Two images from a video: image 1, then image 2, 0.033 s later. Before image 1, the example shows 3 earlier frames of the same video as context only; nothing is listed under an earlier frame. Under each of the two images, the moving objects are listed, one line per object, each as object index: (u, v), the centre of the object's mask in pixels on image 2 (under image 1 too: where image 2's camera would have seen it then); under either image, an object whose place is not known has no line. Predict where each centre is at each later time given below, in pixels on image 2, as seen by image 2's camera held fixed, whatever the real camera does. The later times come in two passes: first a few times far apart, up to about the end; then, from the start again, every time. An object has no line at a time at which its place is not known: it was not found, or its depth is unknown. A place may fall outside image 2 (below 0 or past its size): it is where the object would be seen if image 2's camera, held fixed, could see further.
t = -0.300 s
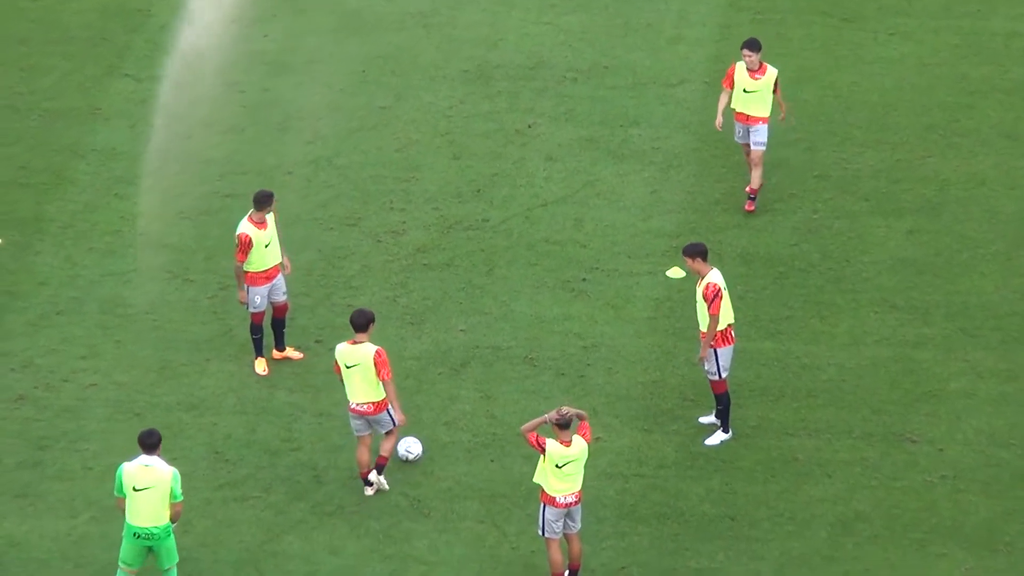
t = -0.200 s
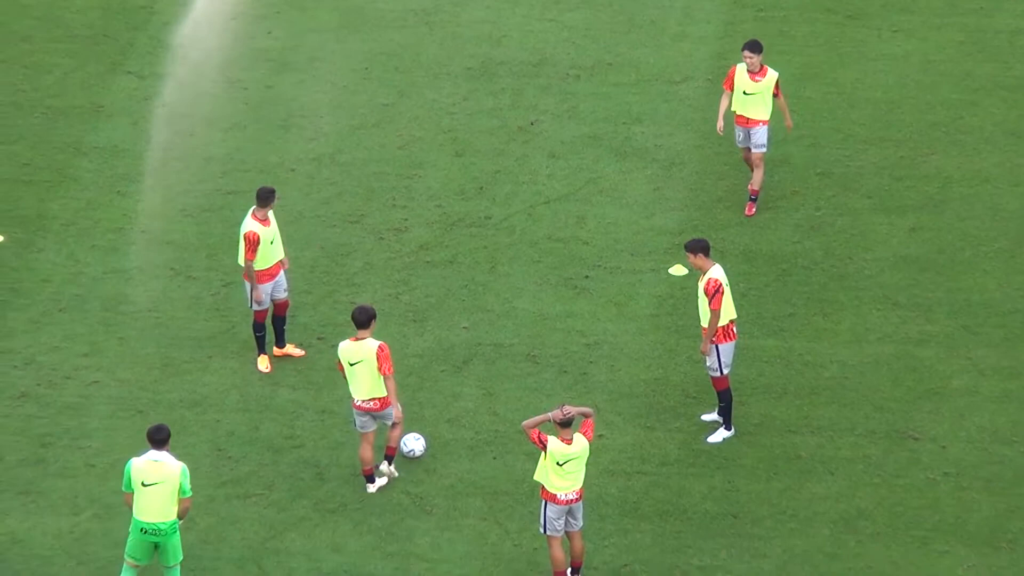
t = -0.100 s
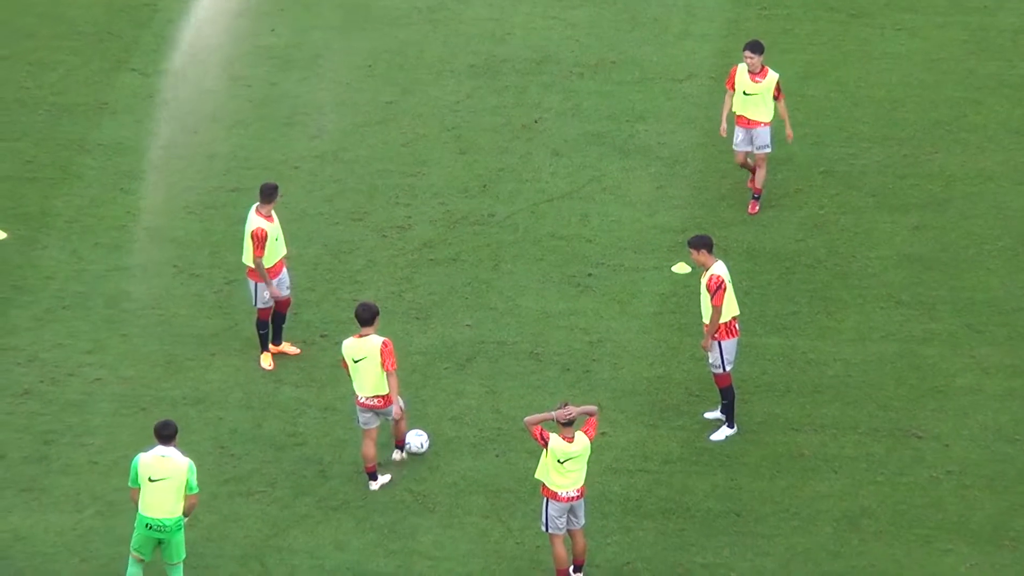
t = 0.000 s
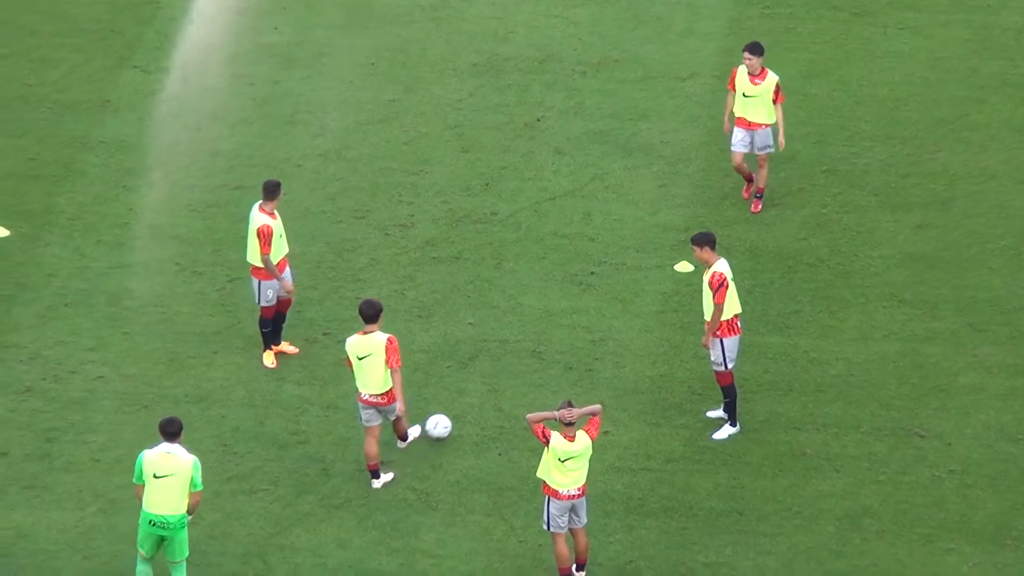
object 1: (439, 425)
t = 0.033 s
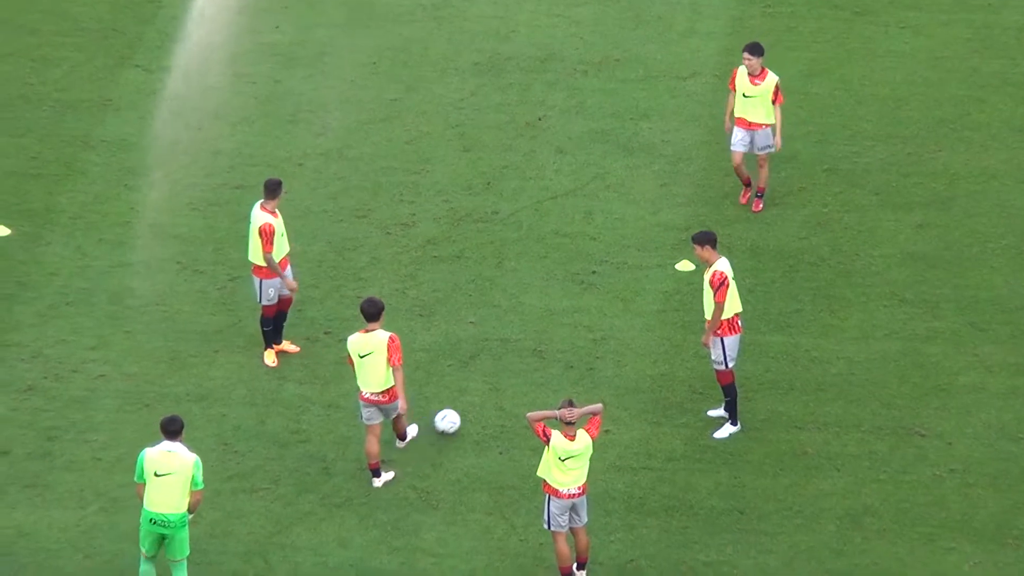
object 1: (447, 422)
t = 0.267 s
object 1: (492, 395)
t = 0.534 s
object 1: (530, 370)
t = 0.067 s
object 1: (455, 418)
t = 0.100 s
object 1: (462, 413)
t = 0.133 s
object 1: (470, 409)
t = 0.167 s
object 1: (476, 406)
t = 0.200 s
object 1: (482, 402)
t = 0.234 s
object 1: (487, 398)
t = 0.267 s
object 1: (492, 395)
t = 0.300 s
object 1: (497, 391)
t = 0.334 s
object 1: (503, 388)
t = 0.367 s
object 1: (507, 385)
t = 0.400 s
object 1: (512, 382)
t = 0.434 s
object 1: (517, 379)
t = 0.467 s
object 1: (522, 377)
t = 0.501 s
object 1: (526, 373)
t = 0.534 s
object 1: (530, 370)
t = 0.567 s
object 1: (535, 367)
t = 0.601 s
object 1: (539, 365)
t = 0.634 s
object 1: (543, 362)
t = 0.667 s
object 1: (548, 359)
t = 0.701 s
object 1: (552, 356)
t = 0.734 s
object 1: (556, 353)
